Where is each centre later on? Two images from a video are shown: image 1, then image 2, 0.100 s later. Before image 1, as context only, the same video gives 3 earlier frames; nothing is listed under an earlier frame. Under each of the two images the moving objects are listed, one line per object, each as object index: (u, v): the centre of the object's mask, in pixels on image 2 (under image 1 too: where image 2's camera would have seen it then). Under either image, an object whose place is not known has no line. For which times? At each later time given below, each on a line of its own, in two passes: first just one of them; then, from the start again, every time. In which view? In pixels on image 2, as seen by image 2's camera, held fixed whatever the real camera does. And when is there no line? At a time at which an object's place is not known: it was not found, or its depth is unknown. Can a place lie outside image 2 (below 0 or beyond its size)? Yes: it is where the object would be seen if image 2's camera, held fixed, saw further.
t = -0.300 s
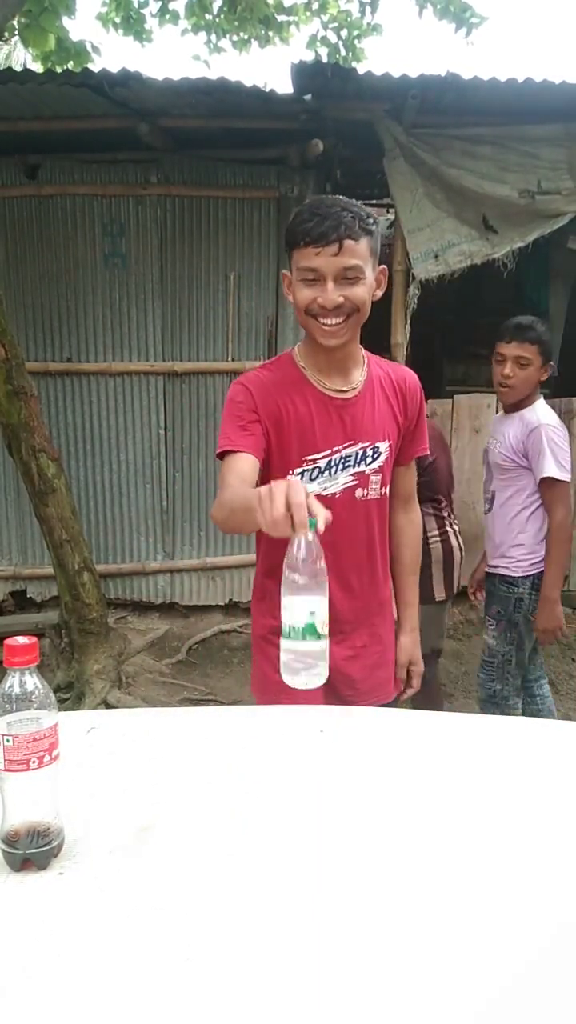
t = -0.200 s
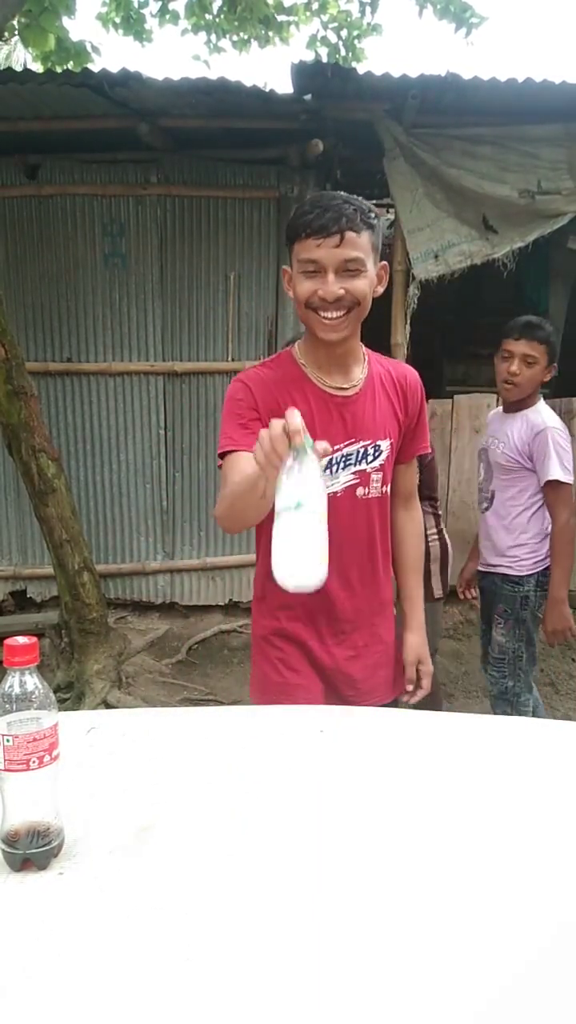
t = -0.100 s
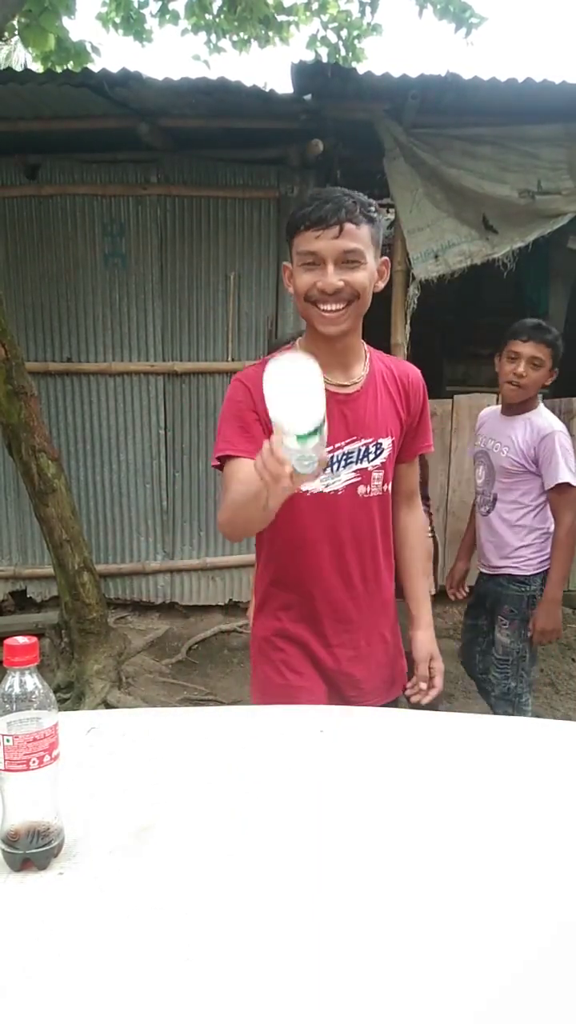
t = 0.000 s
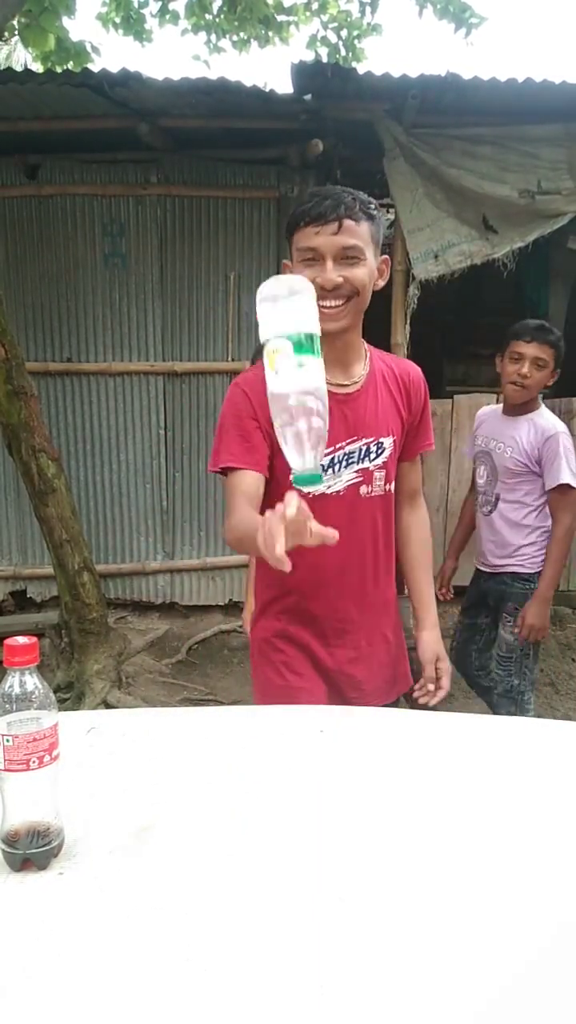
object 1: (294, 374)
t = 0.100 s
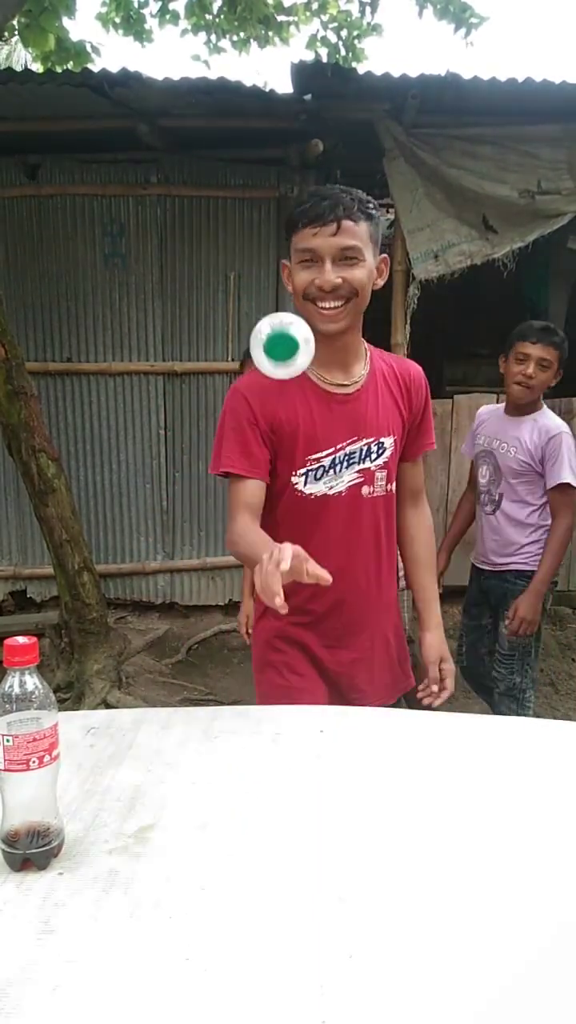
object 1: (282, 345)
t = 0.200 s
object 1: (273, 418)
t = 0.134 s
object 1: (278, 354)
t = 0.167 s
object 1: (276, 377)
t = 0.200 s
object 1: (273, 418)
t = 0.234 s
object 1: (270, 475)
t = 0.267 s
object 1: (267, 544)
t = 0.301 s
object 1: (265, 616)
